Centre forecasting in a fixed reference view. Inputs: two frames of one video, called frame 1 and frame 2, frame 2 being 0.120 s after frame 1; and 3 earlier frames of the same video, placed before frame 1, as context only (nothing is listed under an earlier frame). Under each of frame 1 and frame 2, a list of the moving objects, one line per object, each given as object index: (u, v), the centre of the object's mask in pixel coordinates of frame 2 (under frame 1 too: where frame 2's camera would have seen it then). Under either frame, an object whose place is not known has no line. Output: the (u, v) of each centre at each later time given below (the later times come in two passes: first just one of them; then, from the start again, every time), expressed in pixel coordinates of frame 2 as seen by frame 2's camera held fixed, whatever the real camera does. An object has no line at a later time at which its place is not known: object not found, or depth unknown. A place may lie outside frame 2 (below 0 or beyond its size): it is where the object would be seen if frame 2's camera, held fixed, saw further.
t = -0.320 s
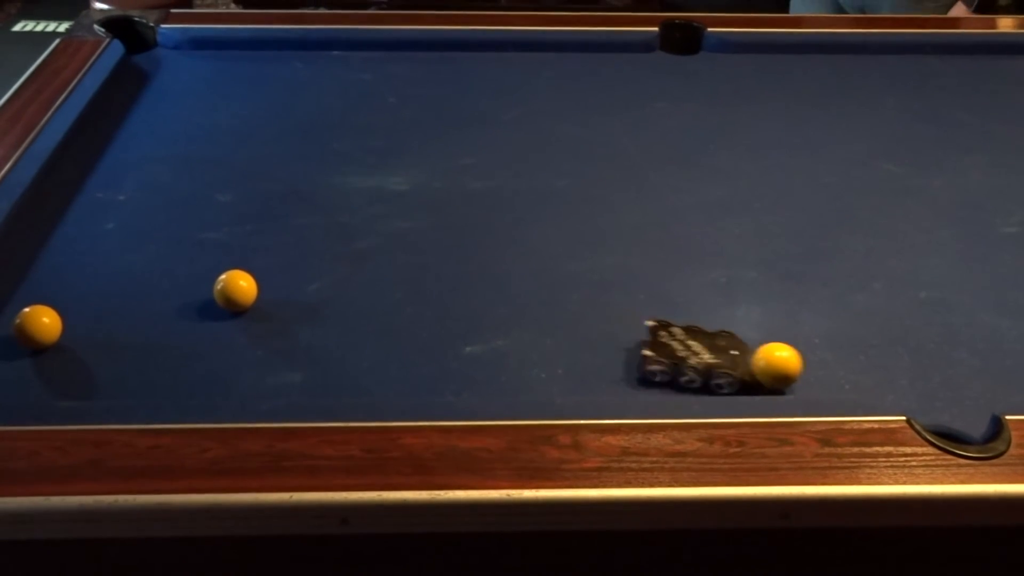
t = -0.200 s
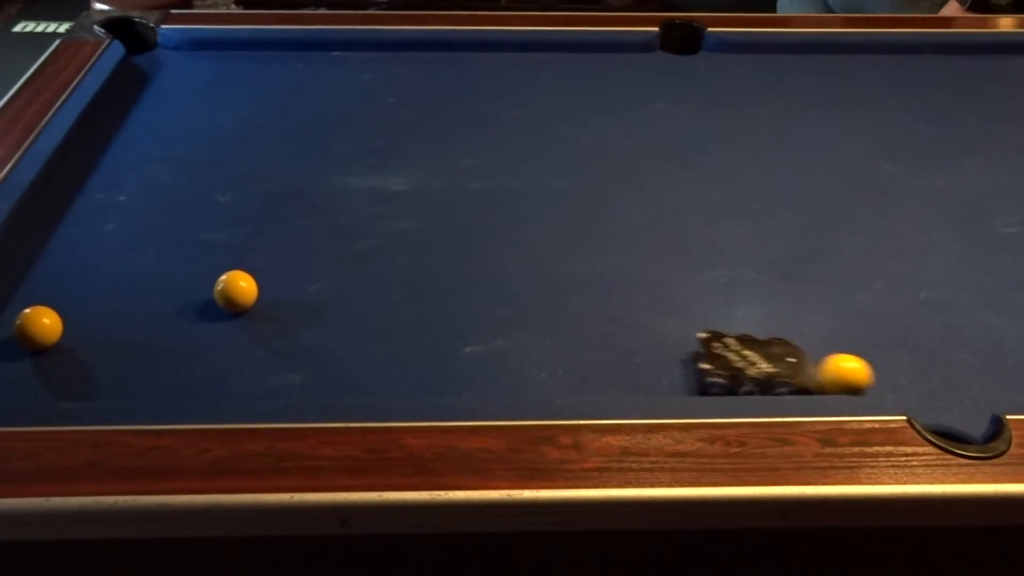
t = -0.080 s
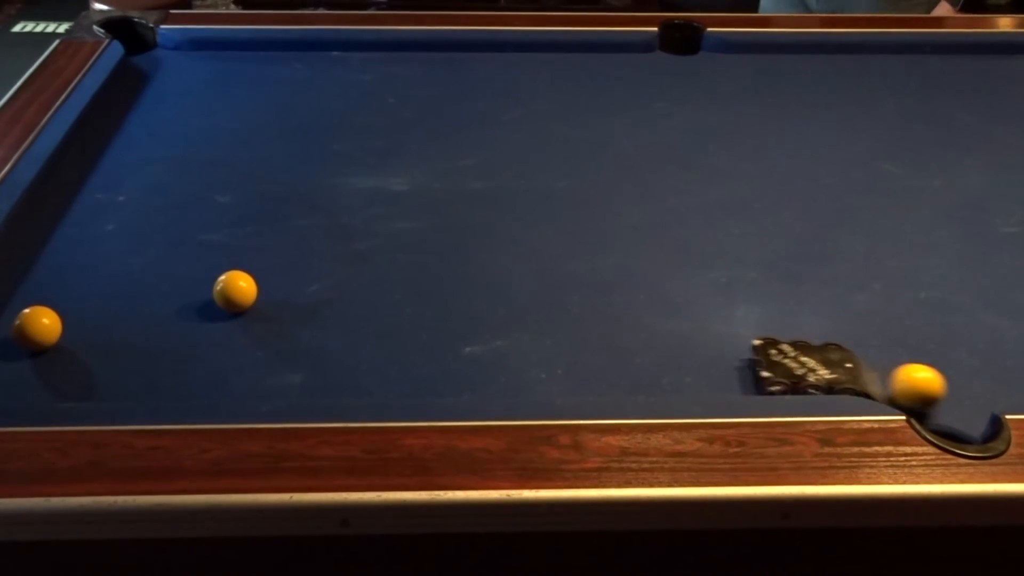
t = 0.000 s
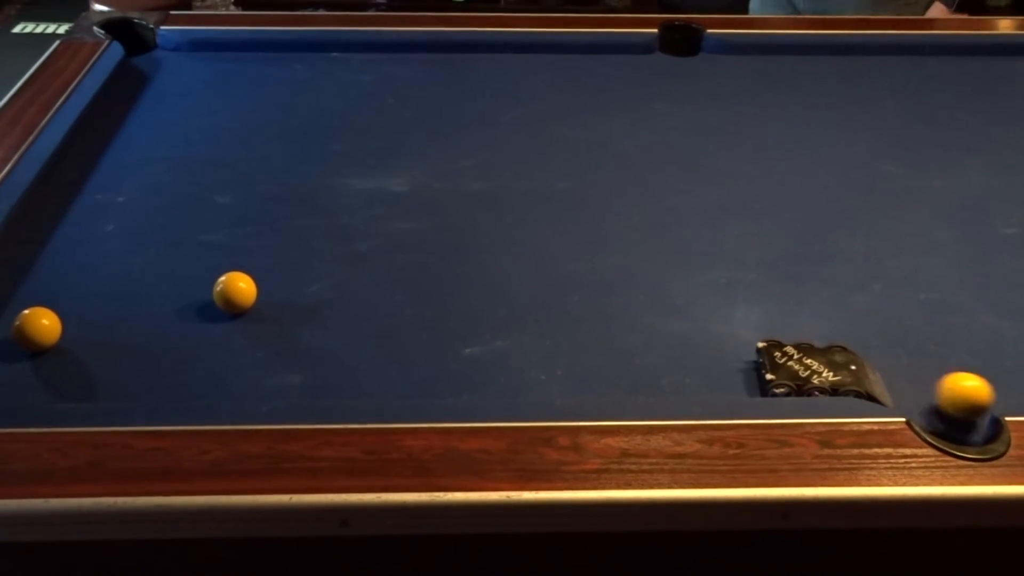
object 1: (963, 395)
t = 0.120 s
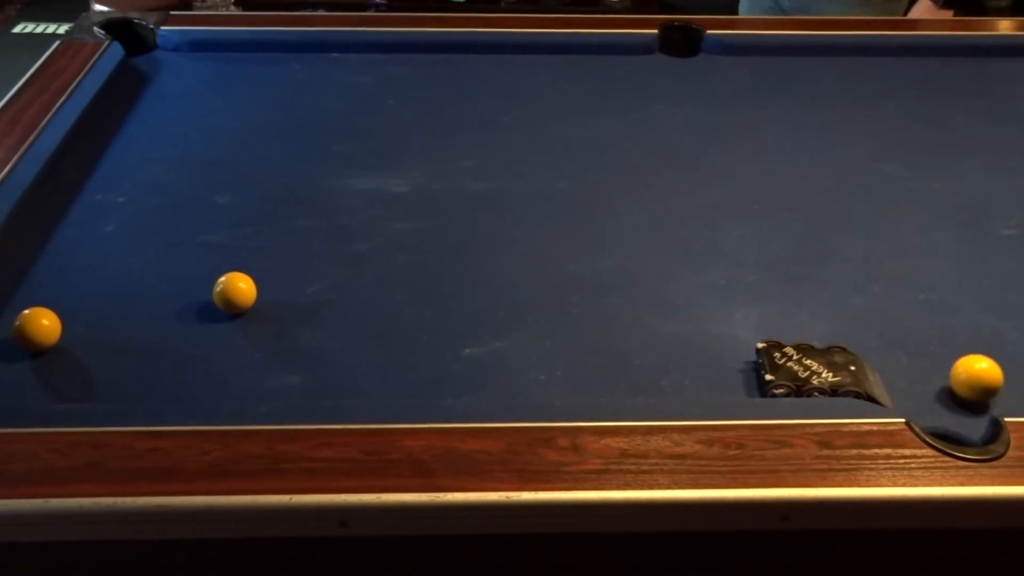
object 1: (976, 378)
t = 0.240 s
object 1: (984, 358)
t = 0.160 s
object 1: (979, 371)
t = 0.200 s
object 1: (981, 365)
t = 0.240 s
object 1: (984, 358)
